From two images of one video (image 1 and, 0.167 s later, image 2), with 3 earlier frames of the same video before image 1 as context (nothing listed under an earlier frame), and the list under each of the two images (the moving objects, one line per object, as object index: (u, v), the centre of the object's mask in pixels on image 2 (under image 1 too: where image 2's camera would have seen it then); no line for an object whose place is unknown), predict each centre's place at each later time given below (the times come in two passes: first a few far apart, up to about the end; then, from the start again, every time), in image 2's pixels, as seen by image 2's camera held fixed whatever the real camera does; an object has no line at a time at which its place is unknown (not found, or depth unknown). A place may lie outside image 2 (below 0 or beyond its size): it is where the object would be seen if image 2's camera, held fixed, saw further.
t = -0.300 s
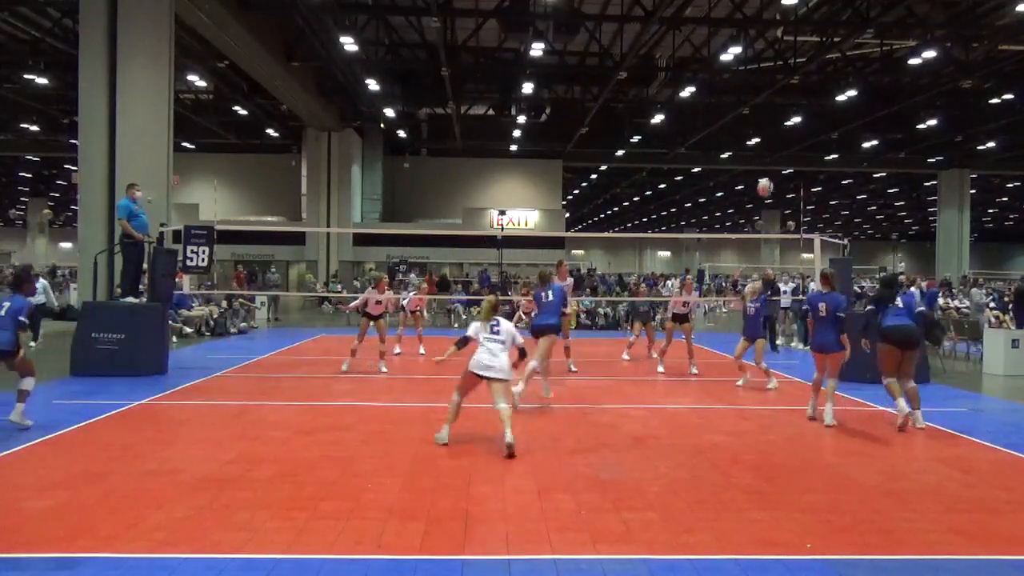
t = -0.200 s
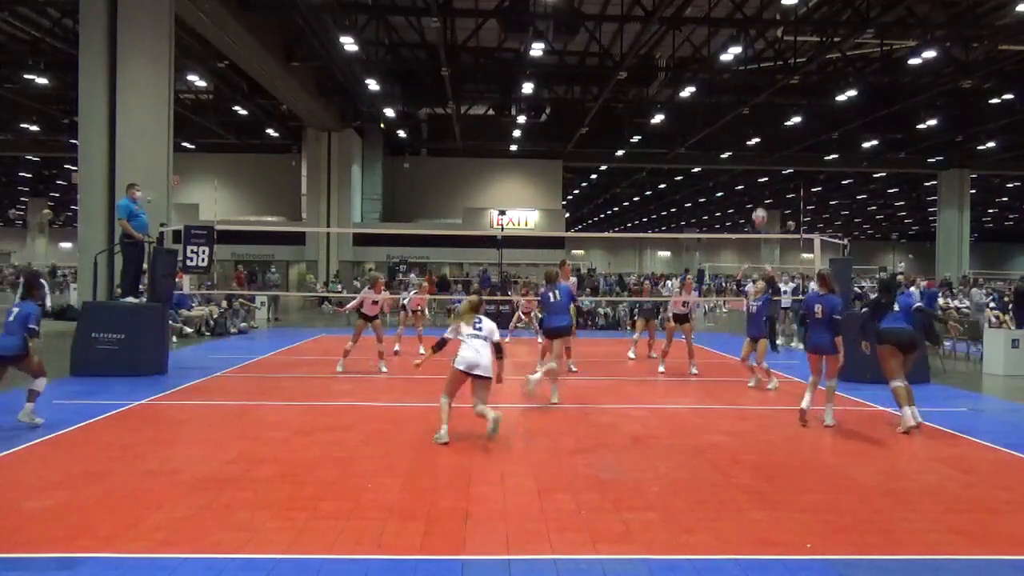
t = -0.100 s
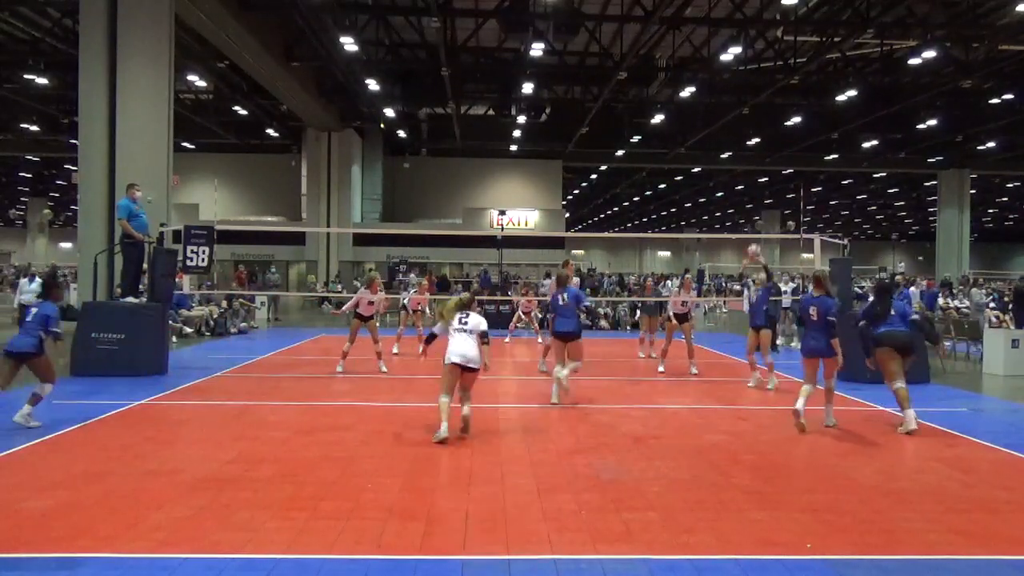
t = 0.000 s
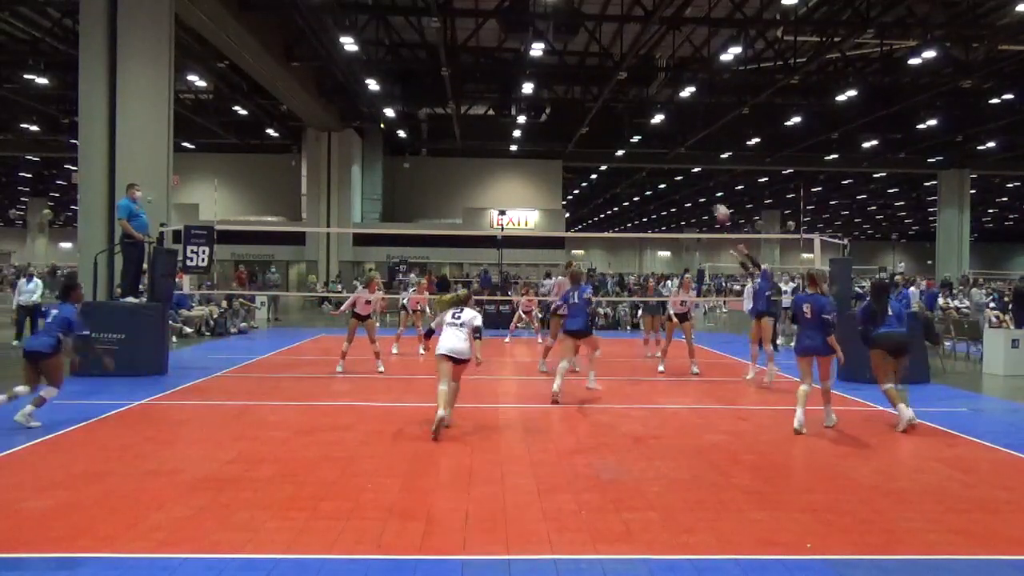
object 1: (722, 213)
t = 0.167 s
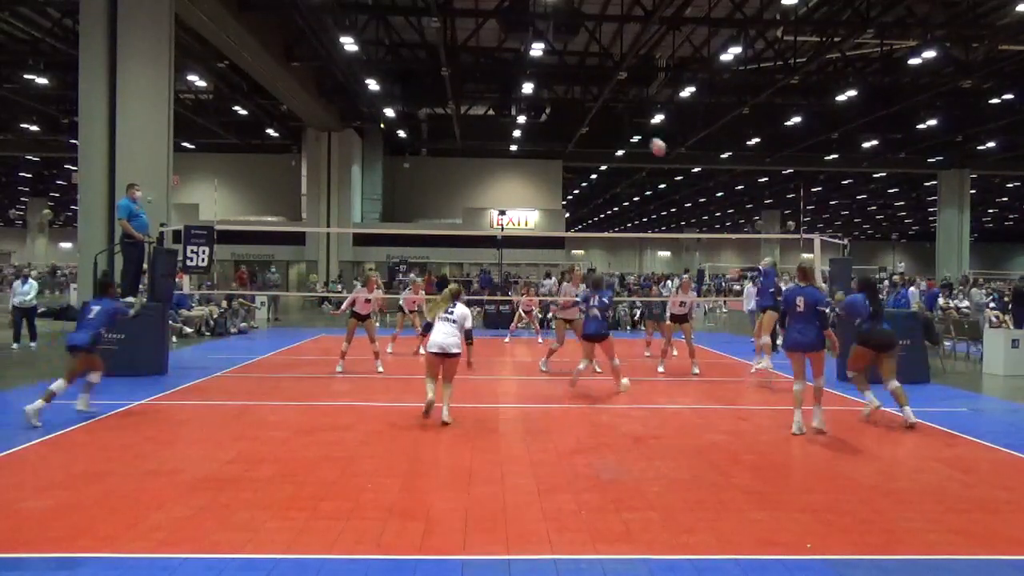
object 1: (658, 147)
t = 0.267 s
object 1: (620, 117)
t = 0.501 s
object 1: (533, 76)
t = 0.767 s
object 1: (434, 80)
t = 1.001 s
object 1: (351, 123)
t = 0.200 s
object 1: (645, 137)
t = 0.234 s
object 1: (632, 126)
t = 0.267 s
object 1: (620, 117)
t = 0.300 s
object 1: (607, 109)
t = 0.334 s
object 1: (595, 102)
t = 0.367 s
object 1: (582, 95)
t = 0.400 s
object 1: (569, 90)
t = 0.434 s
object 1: (557, 85)
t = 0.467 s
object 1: (545, 81)
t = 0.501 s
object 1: (533, 76)
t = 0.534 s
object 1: (519, 75)
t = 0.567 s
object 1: (507, 73)
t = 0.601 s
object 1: (494, 72)
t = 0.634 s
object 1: (482, 72)
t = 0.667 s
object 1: (470, 73)
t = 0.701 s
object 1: (458, 74)
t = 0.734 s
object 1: (446, 77)
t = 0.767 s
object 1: (434, 80)
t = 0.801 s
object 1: (422, 84)
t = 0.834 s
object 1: (410, 88)
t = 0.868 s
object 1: (398, 94)
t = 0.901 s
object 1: (386, 99)
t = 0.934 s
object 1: (373, 107)
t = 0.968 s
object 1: (362, 115)
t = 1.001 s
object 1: (351, 123)
